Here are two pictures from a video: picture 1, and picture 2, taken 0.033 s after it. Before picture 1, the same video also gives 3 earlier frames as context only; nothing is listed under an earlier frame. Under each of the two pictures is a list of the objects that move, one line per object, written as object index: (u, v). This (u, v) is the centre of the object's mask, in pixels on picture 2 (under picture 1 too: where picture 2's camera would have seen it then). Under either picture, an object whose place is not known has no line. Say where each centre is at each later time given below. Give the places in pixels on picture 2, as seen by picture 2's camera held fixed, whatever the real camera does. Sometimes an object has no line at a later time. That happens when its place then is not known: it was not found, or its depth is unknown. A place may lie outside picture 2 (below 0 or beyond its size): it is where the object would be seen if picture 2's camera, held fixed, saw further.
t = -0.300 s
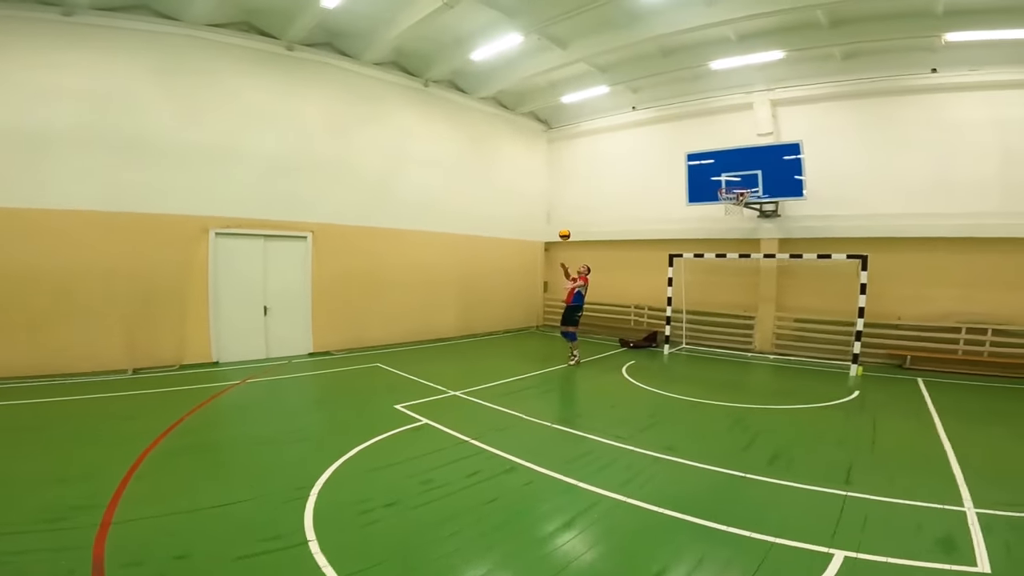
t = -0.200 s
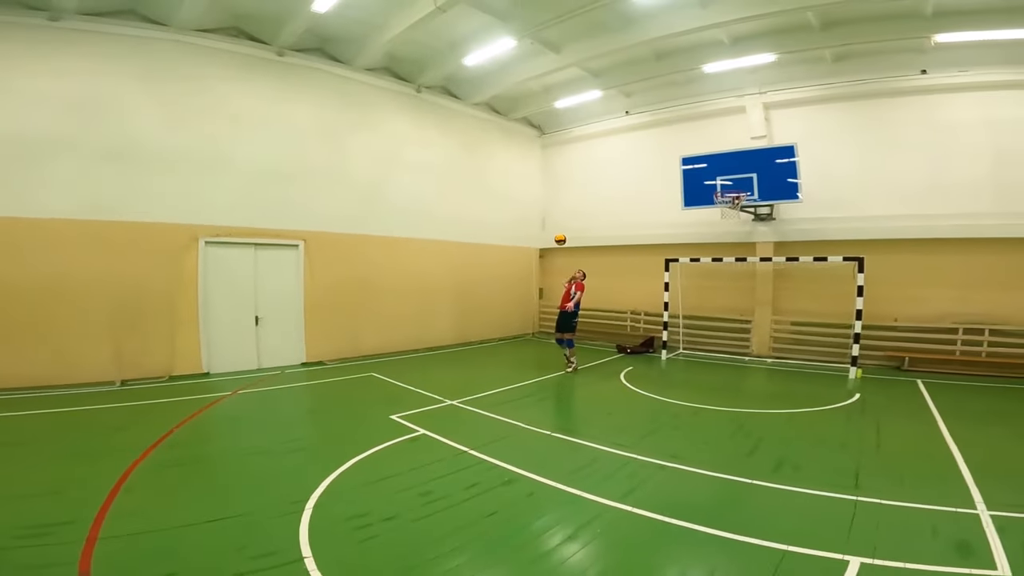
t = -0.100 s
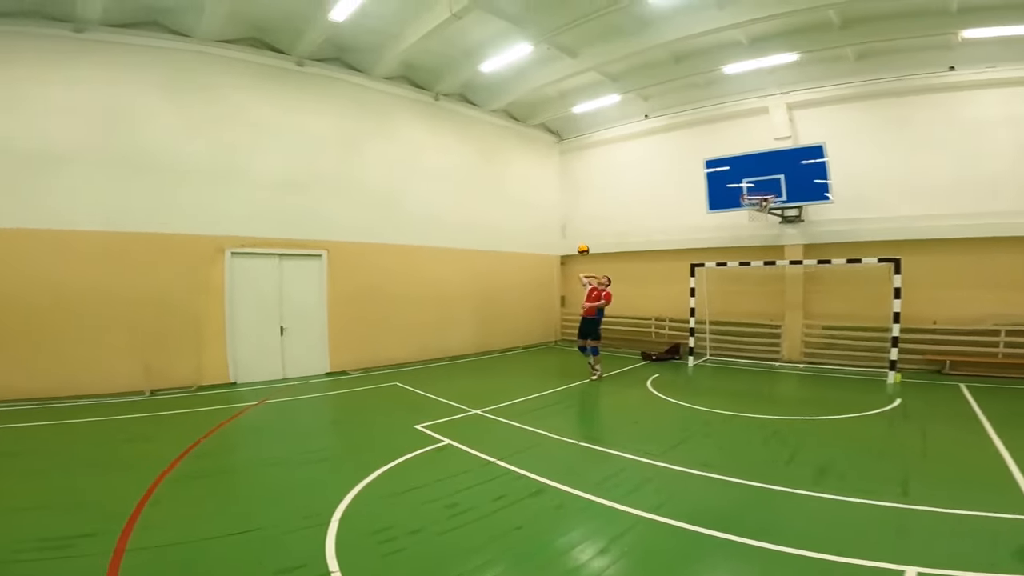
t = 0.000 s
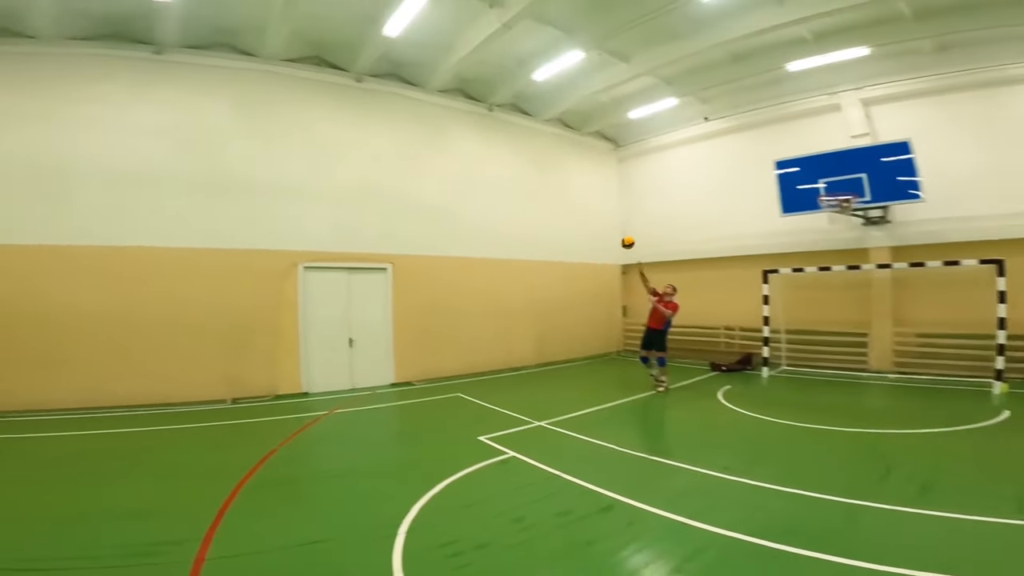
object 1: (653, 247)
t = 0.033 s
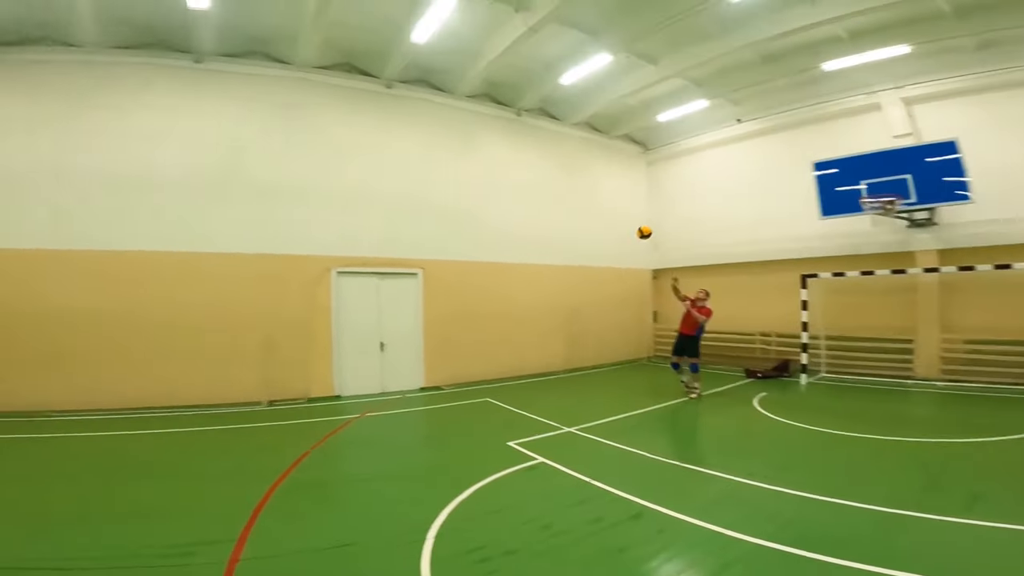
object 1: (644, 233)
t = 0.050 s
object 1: (639, 225)
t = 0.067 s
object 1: (634, 217)
